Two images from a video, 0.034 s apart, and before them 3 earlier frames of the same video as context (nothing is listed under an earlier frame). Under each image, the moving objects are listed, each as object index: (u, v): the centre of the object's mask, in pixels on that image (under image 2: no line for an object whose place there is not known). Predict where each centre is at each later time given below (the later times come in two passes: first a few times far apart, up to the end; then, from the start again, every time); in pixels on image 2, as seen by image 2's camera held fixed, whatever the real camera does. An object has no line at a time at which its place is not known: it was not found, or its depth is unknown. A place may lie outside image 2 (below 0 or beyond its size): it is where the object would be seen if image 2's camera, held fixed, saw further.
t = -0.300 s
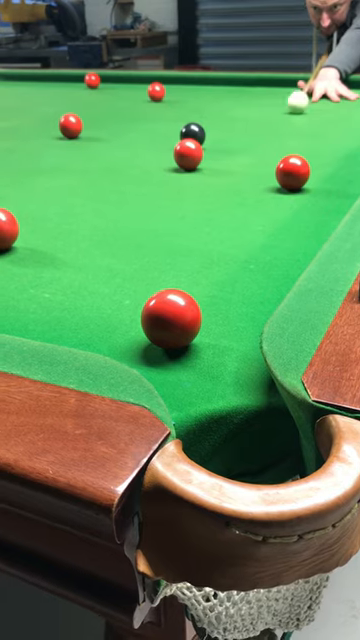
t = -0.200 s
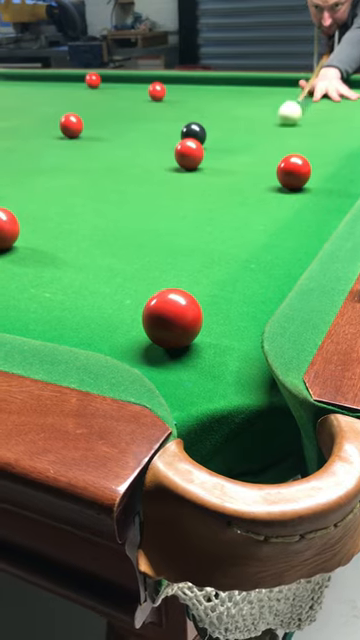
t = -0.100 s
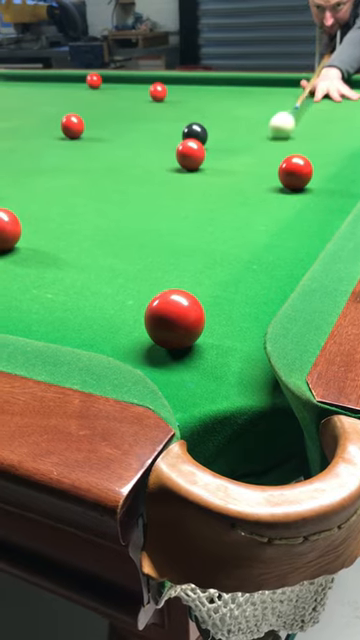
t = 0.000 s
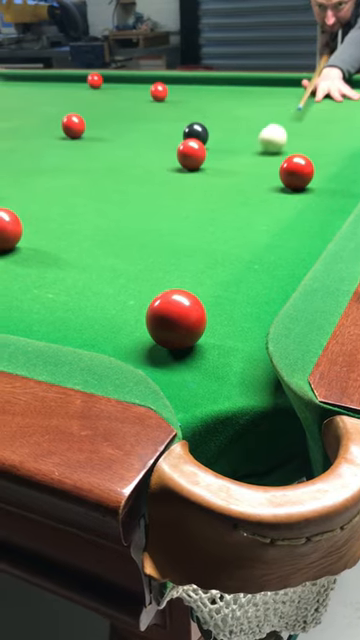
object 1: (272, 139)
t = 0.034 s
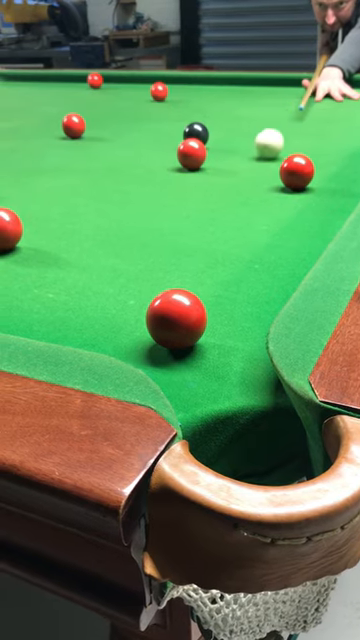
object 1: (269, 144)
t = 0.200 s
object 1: (244, 176)
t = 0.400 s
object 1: (198, 239)
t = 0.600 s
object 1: (86, 314)
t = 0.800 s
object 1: (48, 295)
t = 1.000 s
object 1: (67, 254)
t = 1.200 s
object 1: (80, 224)
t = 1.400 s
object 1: (90, 202)
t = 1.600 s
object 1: (96, 184)
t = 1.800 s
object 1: (102, 170)
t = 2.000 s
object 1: (106, 159)
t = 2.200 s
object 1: (110, 149)
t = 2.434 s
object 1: (114, 140)
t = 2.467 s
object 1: (114, 139)
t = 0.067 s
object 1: (265, 149)
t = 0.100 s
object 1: (260, 156)
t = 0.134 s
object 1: (255, 162)
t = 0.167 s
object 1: (250, 169)
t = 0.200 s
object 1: (244, 176)
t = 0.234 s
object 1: (239, 184)
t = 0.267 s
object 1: (232, 193)
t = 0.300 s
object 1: (224, 203)
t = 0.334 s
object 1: (216, 214)
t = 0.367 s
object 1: (208, 226)
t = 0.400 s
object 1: (198, 239)
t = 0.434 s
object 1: (187, 253)
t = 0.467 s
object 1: (176, 265)
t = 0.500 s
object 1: (161, 277)
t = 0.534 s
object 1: (141, 295)
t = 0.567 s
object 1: (115, 305)
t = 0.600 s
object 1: (86, 314)
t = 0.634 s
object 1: (59, 319)
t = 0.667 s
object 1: (33, 322)
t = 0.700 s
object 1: (36, 317)
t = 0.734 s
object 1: (41, 312)
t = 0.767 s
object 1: (45, 304)
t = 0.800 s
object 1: (48, 295)
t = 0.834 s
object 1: (52, 287)
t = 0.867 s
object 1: (55, 280)
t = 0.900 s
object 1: (59, 273)
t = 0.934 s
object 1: (61, 266)
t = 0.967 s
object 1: (64, 260)
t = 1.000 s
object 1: (67, 254)
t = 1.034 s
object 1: (69, 248)
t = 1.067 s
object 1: (72, 243)
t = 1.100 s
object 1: (74, 238)
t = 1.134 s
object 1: (76, 233)
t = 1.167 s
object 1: (78, 229)
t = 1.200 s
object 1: (80, 224)
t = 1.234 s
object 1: (82, 220)
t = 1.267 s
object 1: (84, 216)
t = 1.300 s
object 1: (85, 212)
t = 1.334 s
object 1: (87, 208)
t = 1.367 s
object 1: (88, 205)
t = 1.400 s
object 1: (90, 202)
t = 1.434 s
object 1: (91, 198)
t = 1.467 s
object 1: (92, 195)
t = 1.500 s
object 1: (93, 192)
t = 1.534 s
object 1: (94, 190)
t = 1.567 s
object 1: (95, 187)
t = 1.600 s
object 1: (96, 184)
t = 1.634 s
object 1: (98, 182)
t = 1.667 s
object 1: (98, 179)
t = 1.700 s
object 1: (99, 177)
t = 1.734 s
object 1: (100, 175)
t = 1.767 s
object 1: (101, 173)
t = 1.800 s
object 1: (102, 170)
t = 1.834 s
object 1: (103, 168)
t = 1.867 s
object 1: (103, 166)
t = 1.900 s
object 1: (104, 164)
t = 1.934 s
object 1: (105, 163)
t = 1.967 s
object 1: (106, 161)
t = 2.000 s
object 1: (106, 159)
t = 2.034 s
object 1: (107, 157)
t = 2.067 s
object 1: (108, 156)
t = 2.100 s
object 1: (108, 154)
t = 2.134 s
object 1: (109, 152)
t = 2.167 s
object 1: (110, 151)
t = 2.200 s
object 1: (110, 149)
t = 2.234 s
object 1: (111, 148)
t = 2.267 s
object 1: (111, 147)
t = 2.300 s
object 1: (112, 145)
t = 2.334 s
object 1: (112, 144)
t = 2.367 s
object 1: (113, 143)
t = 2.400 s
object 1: (113, 141)
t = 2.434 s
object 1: (114, 140)
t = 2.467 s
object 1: (114, 139)
